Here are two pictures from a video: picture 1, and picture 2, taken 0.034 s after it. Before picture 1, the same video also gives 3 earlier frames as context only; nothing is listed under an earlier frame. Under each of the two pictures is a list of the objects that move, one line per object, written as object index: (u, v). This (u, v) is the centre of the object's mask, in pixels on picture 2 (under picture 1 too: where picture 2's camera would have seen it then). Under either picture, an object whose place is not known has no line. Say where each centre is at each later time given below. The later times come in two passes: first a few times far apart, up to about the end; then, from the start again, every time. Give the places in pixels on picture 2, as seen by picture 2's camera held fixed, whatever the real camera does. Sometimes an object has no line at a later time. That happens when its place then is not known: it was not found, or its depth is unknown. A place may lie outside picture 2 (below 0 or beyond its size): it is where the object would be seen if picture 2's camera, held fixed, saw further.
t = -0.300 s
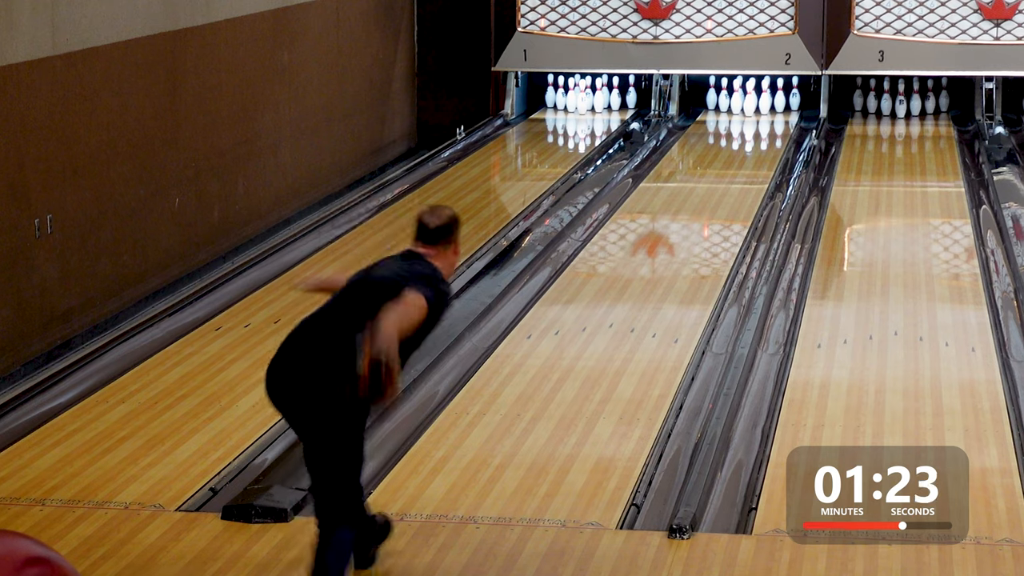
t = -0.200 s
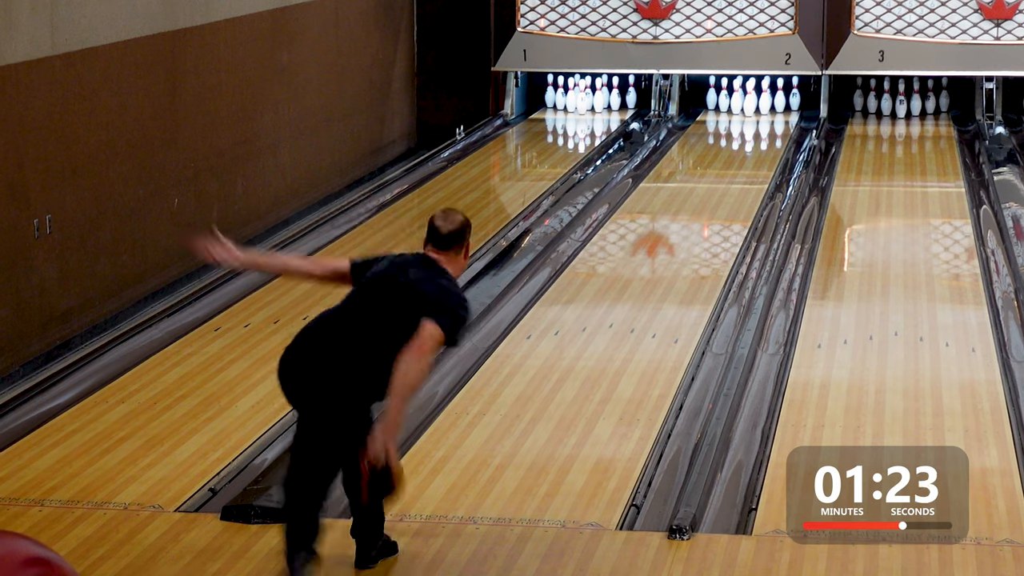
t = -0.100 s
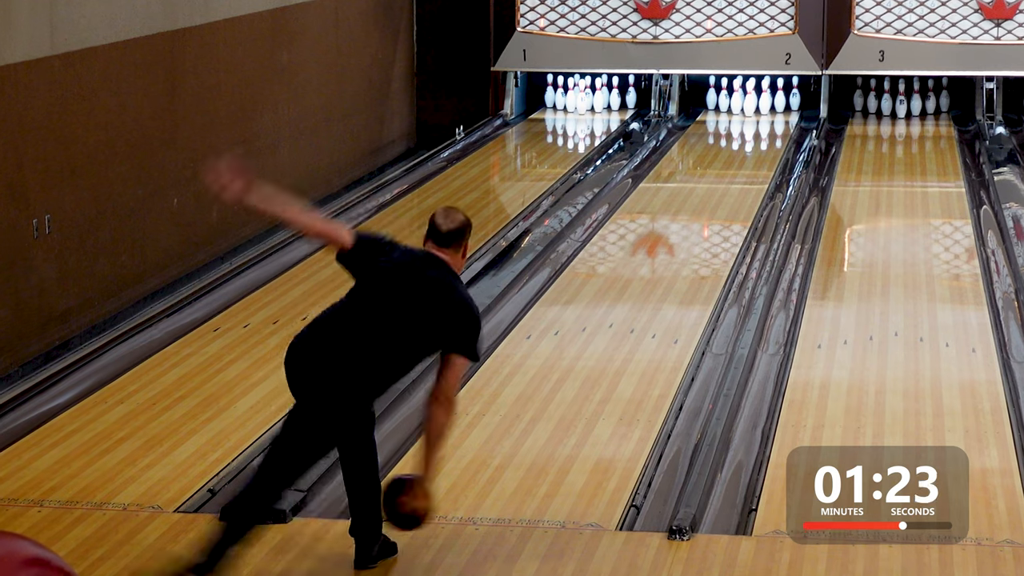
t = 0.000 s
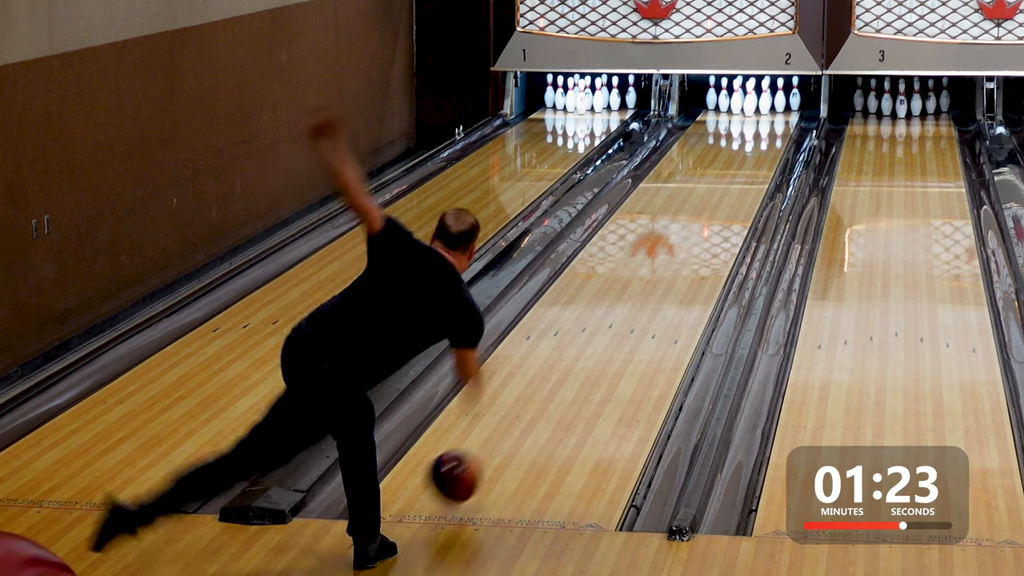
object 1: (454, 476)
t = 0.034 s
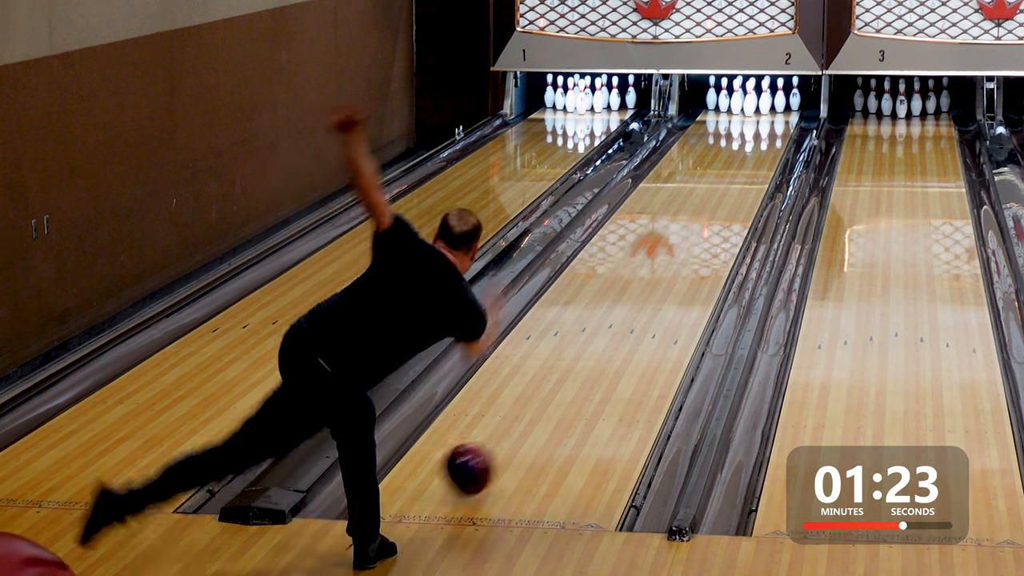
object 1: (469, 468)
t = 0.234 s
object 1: (544, 400)
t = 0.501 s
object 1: (619, 326)
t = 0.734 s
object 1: (667, 277)
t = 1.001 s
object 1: (709, 233)
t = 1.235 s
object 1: (737, 202)
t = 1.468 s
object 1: (757, 177)
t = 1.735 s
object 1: (771, 153)
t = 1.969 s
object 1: (774, 136)
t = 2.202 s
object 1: (769, 121)
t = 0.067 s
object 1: (484, 460)
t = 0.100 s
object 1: (496, 446)
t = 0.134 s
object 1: (509, 435)
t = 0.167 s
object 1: (521, 423)
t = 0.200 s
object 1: (533, 411)
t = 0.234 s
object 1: (544, 400)
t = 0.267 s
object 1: (555, 389)
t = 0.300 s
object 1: (565, 379)
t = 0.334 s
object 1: (575, 370)
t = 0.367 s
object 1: (585, 360)
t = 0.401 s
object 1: (593, 351)
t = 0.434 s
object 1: (602, 342)
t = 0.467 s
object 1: (611, 333)
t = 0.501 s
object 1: (619, 326)
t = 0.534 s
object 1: (627, 318)
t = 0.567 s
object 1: (633, 311)
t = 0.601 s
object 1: (640, 304)
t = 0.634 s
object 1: (648, 297)
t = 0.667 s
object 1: (654, 290)
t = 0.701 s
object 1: (661, 283)
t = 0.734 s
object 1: (667, 277)
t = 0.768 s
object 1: (673, 271)
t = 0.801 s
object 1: (678, 265)
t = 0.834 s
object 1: (684, 259)
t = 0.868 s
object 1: (689, 253)
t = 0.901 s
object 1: (694, 249)
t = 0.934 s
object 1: (699, 244)
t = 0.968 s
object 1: (704, 238)
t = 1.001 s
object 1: (709, 233)
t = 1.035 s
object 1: (713, 228)
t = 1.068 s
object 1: (718, 224)
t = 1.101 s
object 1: (722, 219)
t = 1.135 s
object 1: (726, 215)
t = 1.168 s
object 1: (730, 210)
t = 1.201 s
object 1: (733, 206)
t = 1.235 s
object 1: (737, 202)
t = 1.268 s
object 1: (741, 198)
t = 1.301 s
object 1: (743, 195)
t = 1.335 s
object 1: (747, 191)
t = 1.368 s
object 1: (749, 187)
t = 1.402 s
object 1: (752, 184)
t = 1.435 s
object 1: (755, 180)
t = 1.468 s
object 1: (757, 177)
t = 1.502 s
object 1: (759, 173)
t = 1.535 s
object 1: (761, 170)
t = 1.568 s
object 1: (763, 168)
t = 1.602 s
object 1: (765, 164)
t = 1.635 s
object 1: (767, 161)
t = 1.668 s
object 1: (768, 159)
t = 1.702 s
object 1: (770, 156)
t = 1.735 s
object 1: (771, 153)
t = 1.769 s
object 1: (772, 150)
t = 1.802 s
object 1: (773, 148)
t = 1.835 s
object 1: (774, 145)
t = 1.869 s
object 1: (774, 143)
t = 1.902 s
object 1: (774, 140)
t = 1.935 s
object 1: (774, 138)
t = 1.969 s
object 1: (774, 136)
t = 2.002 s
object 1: (774, 133)
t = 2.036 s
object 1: (773, 131)
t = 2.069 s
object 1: (773, 129)
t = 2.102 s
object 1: (772, 127)
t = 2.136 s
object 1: (771, 125)
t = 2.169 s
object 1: (770, 123)
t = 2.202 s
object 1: (769, 121)
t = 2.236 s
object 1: (768, 119)
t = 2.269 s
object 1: (768, 117)
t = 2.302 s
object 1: (767, 116)
